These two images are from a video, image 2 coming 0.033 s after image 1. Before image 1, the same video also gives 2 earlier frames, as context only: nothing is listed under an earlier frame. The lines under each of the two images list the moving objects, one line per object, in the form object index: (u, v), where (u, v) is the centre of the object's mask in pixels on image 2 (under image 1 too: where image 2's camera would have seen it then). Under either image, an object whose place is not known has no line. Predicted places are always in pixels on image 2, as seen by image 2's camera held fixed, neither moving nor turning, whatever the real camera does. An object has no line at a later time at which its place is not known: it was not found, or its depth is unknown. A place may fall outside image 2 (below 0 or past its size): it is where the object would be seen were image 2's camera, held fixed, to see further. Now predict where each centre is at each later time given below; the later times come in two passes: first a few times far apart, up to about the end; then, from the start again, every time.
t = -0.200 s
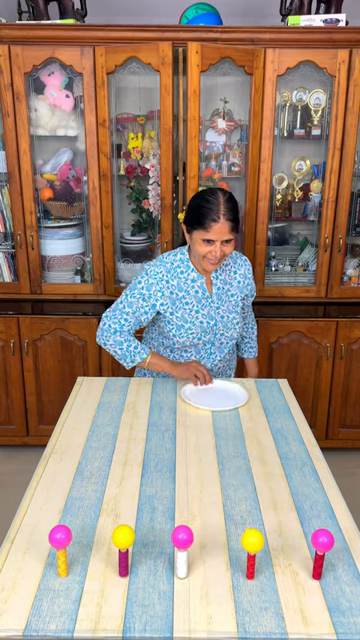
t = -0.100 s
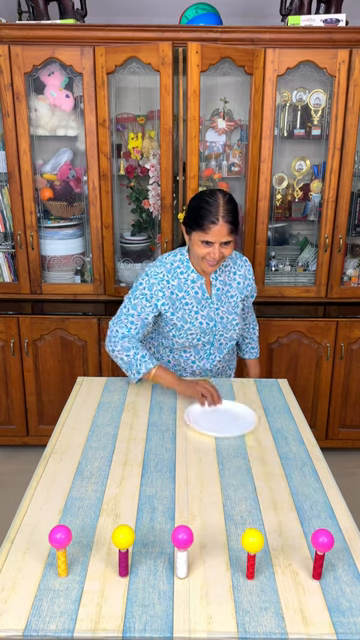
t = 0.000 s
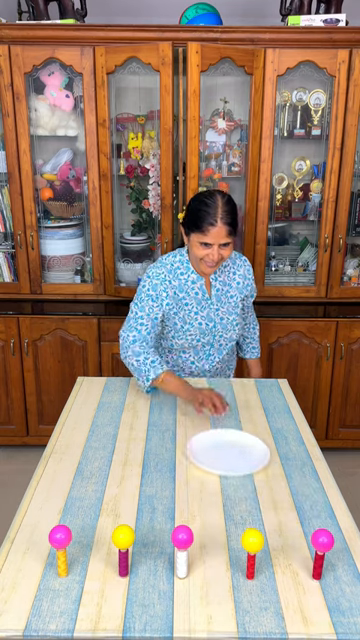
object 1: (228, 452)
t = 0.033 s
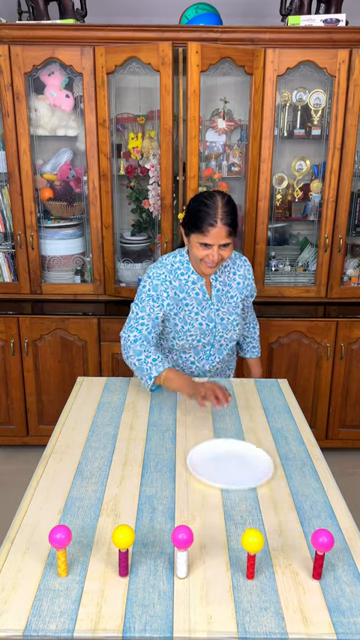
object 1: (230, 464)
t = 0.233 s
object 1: (243, 527)
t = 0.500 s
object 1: (252, 560)
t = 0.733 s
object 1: (252, 560)
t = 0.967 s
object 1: (252, 560)
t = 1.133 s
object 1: (252, 560)
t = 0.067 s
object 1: (232, 475)
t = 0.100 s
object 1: (235, 486)
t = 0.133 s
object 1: (237, 498)
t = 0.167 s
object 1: (239, 508)
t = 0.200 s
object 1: (241, 518)
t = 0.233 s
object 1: (243, 527)
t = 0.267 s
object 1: (241, 537)
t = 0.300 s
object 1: (247, 544)
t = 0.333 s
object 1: (249, 551)
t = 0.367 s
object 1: (250, 556)
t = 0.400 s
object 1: (251, 559)
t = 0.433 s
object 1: (252, 560)
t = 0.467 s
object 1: (252, 560)
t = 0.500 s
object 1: (252, 560)
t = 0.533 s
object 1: (252, 560)
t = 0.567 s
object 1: (252, 560)
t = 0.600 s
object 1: (252, 560)
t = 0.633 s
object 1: (252, 560)
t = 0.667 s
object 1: (252, 560)
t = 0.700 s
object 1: (252, 560)
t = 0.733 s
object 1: (252, 560)
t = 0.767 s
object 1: (252, 560)
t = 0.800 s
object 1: (252, 560)
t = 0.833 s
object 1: (252, 560)
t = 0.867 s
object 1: (252, 560)
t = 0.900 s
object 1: (252, 560)
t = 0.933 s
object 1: (252, 560)
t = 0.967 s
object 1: (252, 560)
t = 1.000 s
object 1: (252, 560)
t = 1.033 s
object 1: (252, 560)
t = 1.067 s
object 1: (252, 560)
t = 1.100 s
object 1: (252, 560)
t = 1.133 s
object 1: (252, 560)
